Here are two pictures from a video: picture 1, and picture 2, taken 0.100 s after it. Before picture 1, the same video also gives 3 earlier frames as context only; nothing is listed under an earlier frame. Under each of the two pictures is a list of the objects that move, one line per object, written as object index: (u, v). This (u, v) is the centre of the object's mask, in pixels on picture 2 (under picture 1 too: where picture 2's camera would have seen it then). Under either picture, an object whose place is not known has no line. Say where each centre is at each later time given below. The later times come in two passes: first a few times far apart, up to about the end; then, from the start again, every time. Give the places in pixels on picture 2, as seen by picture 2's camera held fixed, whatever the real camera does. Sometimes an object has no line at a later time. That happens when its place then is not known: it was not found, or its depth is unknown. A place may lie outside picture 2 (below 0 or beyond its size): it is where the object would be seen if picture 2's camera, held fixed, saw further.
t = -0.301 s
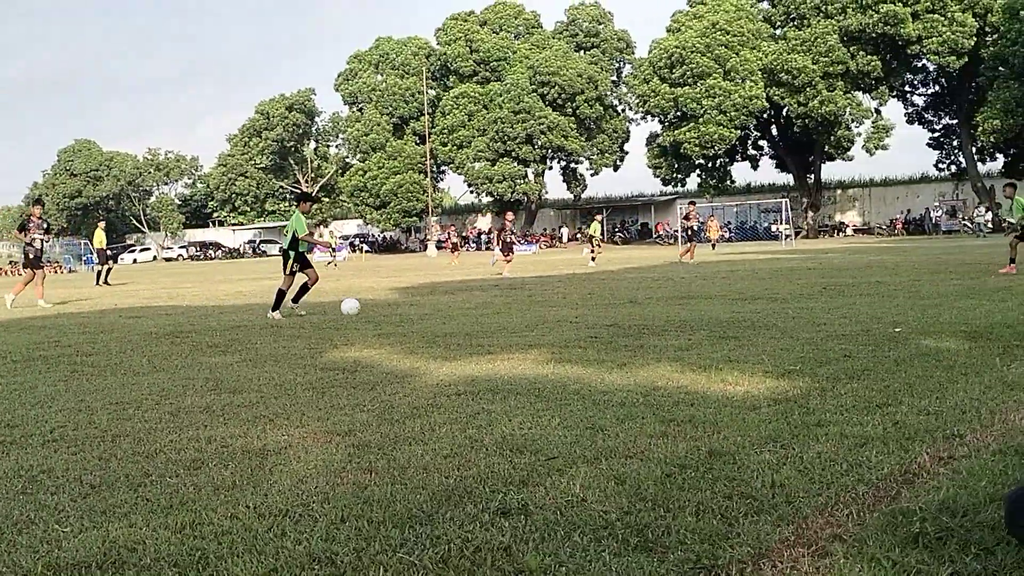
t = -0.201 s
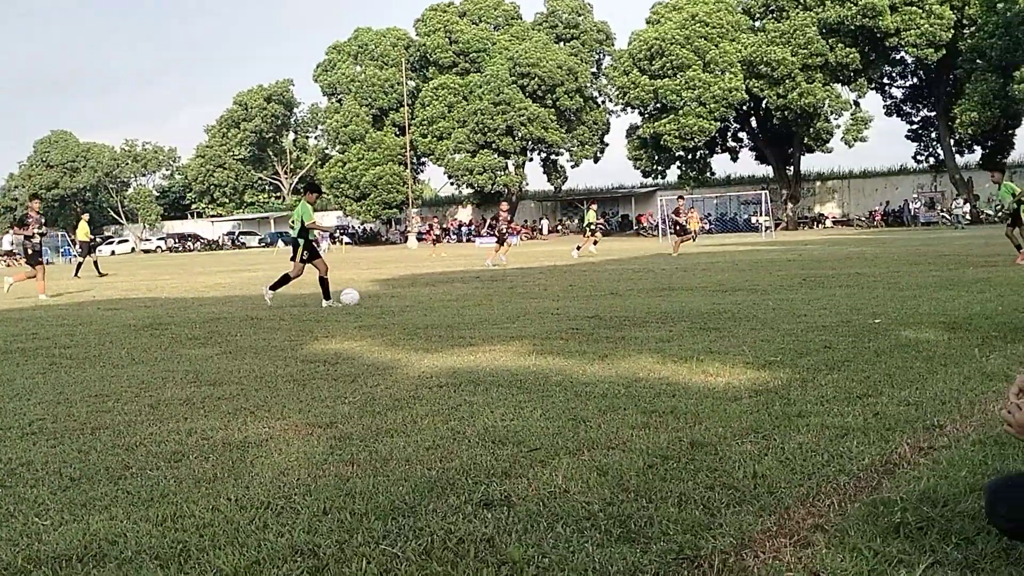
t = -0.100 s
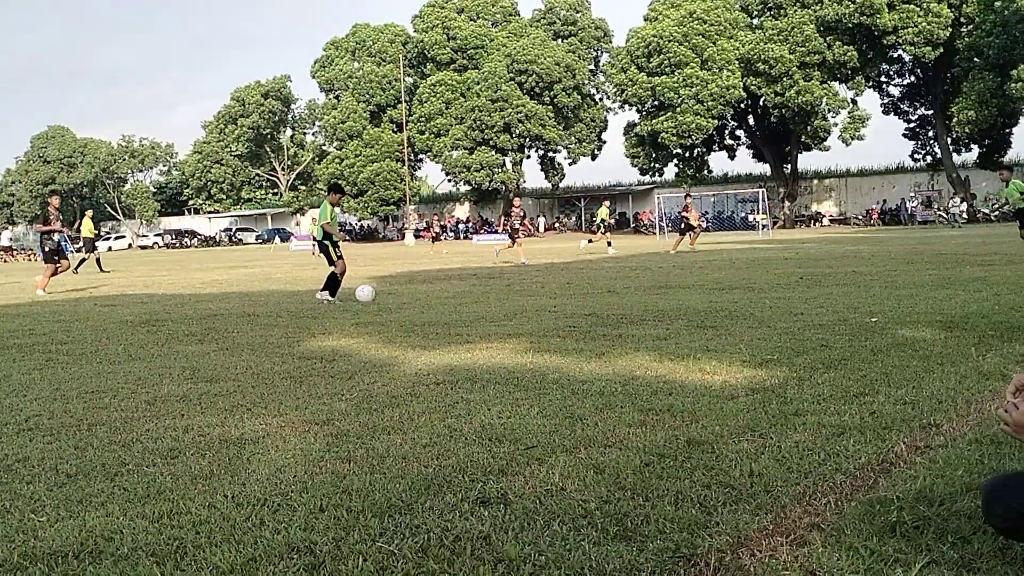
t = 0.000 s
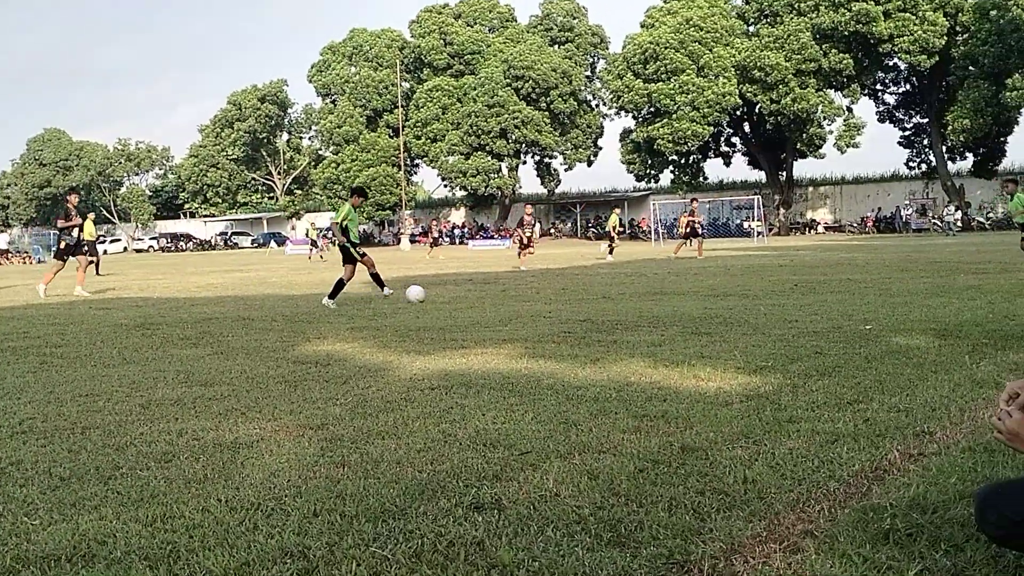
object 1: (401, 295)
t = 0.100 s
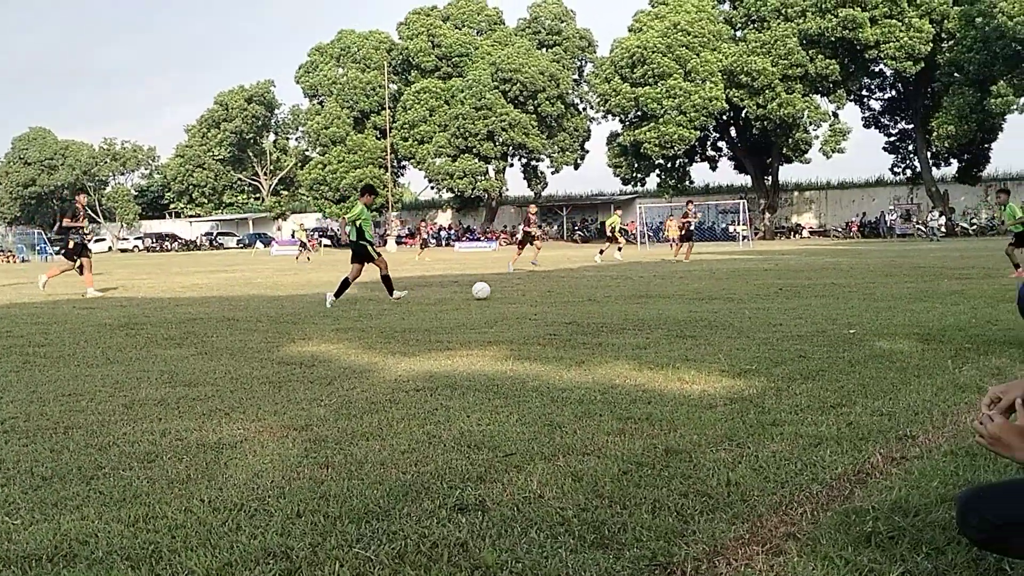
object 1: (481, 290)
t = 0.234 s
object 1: (574, 288)
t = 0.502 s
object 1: (713, 275)
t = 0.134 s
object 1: (507, 291)
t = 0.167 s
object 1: (530, 291)
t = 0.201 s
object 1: (553, 290)
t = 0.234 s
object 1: (574, 288)
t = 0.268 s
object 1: (595, 288)
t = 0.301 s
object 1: (615, 287)
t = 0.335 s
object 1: (632, 284)
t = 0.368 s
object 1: (649, 280)
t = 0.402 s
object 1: (665, 277)
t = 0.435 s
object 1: (682, 275)
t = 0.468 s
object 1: (698, 275)
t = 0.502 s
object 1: (713, 275)
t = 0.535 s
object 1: (728, 276)
